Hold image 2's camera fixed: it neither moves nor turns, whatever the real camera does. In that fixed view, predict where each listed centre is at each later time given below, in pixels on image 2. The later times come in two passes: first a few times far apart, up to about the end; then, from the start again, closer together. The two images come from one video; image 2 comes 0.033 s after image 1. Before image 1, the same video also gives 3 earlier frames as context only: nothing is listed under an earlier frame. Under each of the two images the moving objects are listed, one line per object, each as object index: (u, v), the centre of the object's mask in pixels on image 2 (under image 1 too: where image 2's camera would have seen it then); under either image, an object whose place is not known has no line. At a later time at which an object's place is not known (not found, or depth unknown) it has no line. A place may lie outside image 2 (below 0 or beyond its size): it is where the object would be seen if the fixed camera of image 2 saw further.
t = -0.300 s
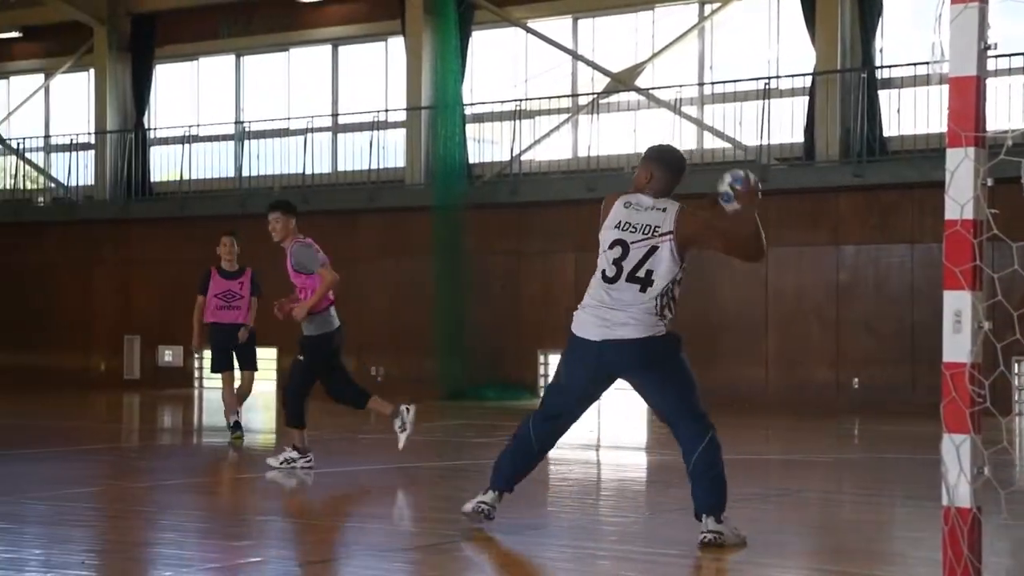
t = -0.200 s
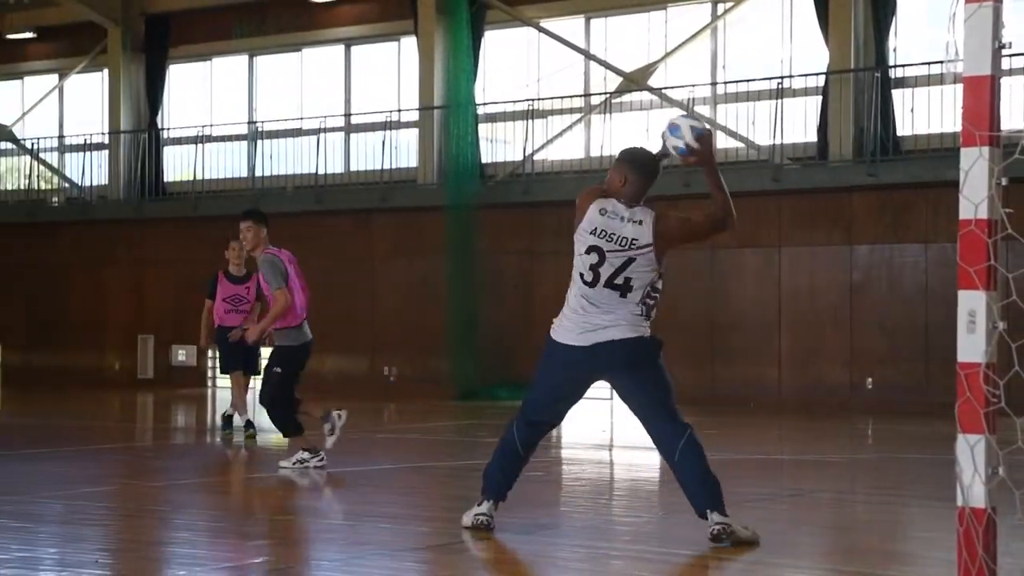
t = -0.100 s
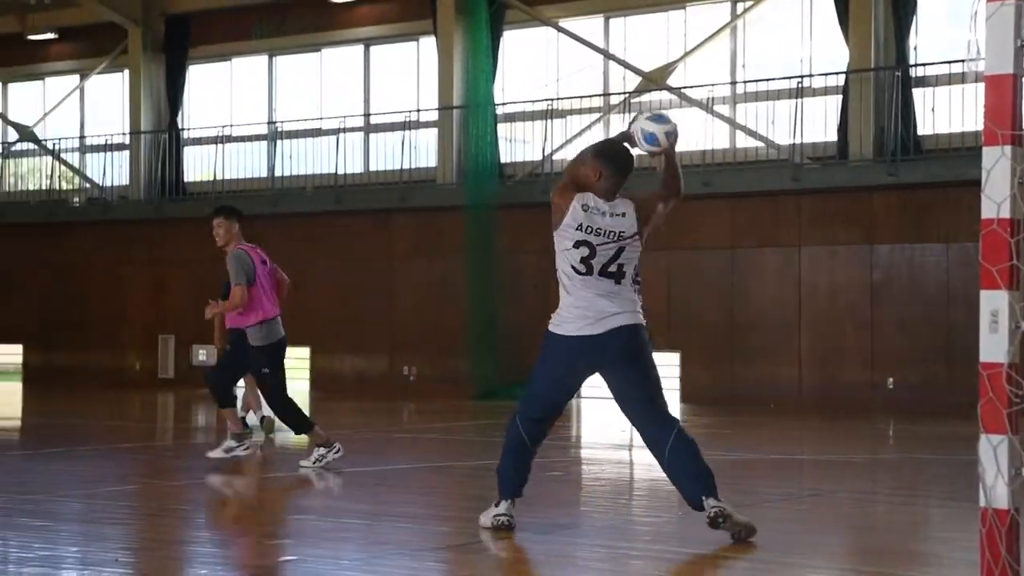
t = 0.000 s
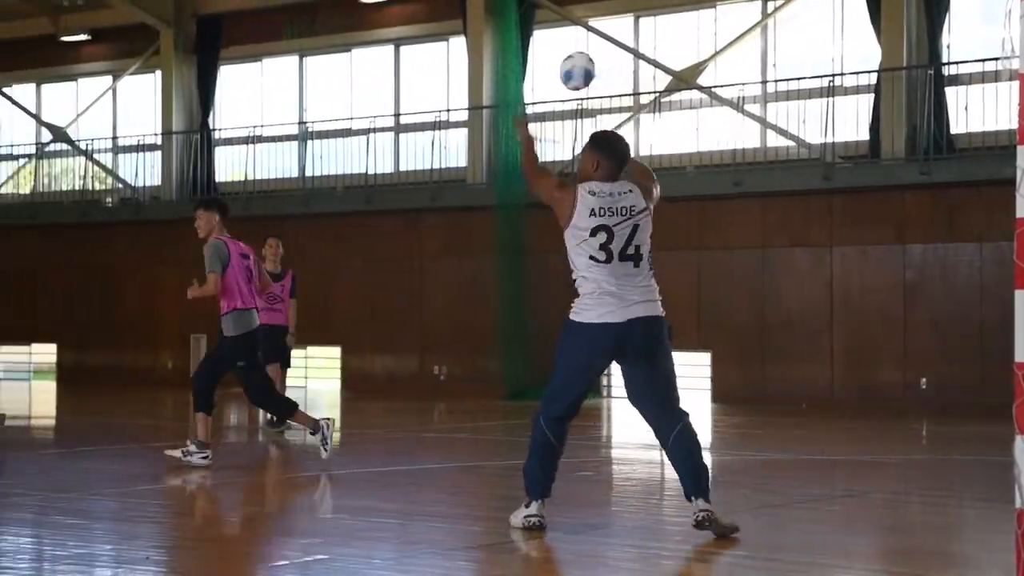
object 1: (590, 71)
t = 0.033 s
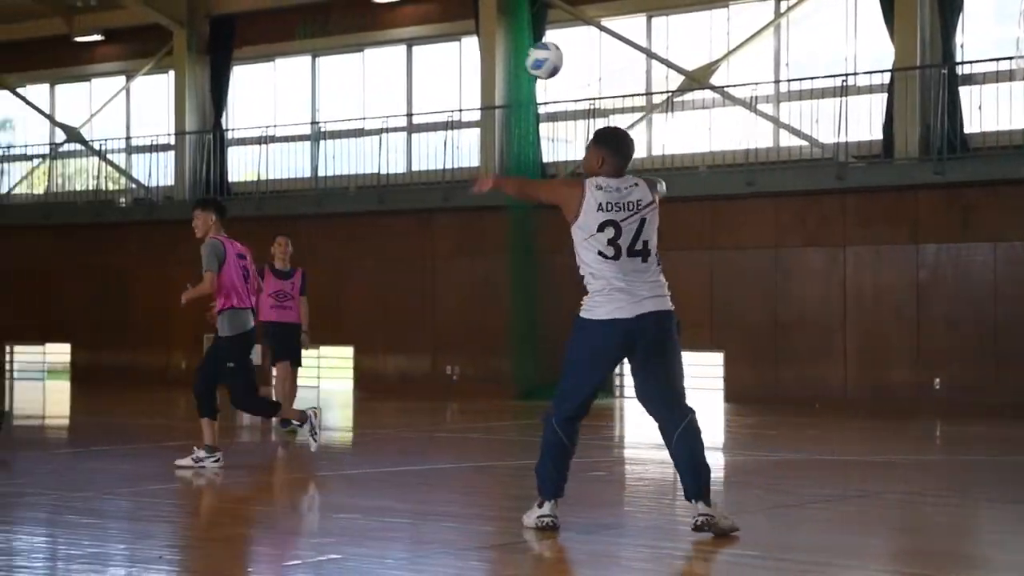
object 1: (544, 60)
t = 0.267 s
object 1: (316, 53)
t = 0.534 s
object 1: (151, 126)
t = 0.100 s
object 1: (468, 47)
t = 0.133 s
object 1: (433, 44)
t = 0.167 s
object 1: (401, 45)
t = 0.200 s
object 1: (371, 46)
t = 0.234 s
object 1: (343, 49)
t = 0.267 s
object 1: (316, 53)
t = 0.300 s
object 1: (291, 59)
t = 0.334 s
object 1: (267, 66)
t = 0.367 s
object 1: (245, 74)
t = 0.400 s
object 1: (224, 83)
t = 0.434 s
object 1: (205, 92)
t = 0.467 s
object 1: (186, 103)
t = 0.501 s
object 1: (168, 114)
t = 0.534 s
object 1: (151, 126)
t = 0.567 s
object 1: (134, 139)
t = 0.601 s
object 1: (119, 151)
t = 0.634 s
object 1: (105, 165)
